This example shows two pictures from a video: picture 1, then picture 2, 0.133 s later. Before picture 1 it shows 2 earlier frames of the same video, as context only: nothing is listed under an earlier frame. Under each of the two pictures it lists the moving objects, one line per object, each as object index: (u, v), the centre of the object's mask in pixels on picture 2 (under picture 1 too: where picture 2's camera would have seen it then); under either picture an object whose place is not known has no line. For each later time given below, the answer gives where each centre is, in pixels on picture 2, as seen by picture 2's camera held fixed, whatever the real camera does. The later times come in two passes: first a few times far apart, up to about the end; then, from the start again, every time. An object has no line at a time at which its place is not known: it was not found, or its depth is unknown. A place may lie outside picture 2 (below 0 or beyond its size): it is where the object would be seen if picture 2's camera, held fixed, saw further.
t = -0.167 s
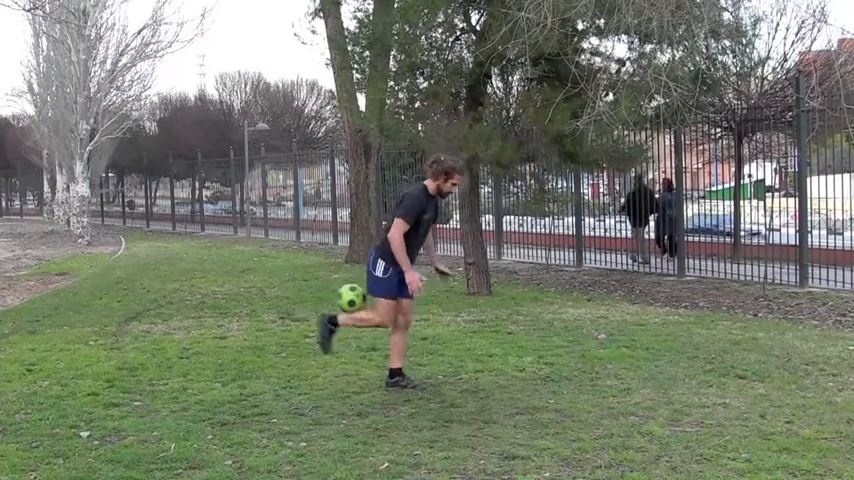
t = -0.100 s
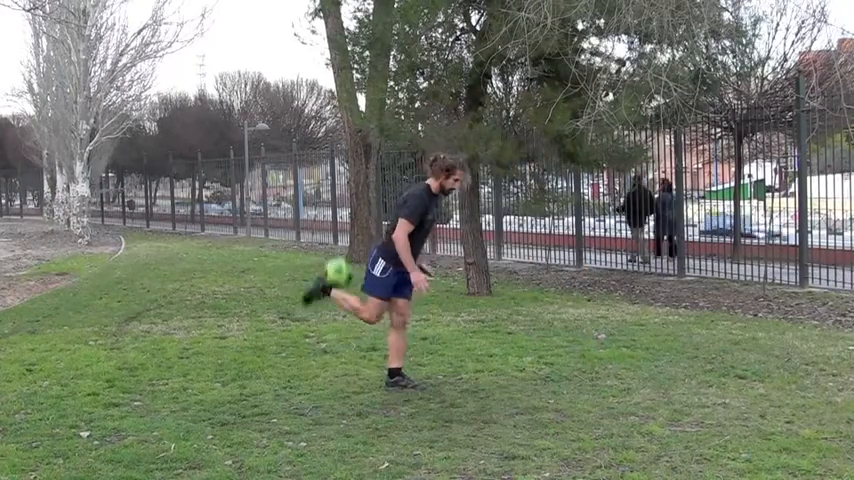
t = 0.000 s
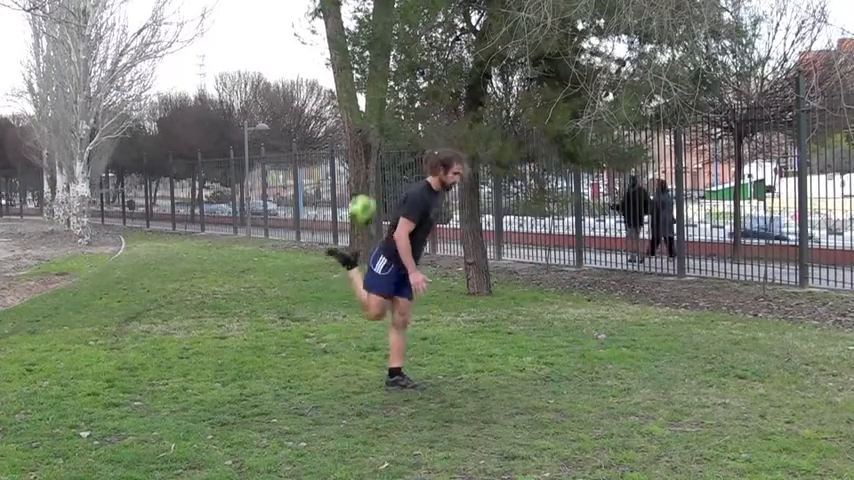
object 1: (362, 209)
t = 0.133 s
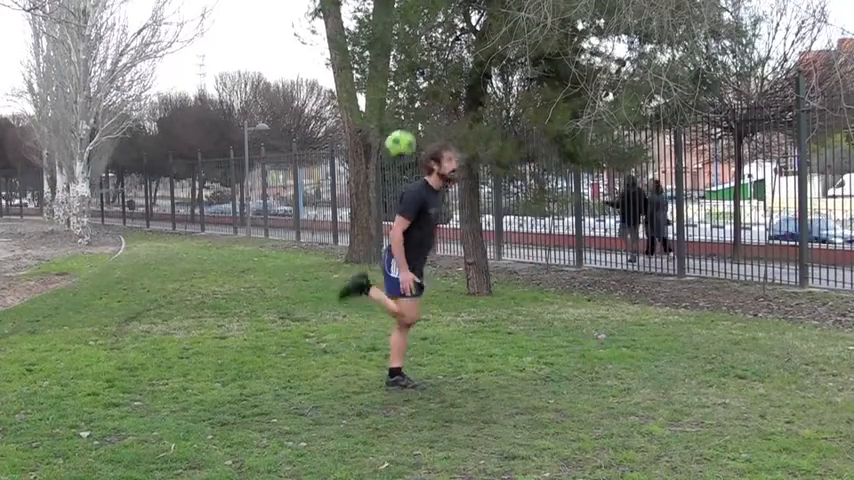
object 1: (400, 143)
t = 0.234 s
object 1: (429, 108)
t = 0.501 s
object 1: (510, 84)
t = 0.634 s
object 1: (552, 106)
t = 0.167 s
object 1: (410, 130)
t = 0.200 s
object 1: (419, 118)
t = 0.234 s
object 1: (429, 108)
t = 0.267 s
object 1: (440, 100)
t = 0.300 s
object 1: (449, 93)
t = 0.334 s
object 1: (459, 87)
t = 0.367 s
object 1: (468, 85)
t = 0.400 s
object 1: (477, 83)
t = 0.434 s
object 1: (488, 82)
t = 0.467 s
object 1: (498, 82)
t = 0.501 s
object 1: (510, 84)
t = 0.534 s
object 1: (520, 87)
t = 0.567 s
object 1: (531, 92)
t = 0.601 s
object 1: (541, 99)
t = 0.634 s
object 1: (552, 106)
